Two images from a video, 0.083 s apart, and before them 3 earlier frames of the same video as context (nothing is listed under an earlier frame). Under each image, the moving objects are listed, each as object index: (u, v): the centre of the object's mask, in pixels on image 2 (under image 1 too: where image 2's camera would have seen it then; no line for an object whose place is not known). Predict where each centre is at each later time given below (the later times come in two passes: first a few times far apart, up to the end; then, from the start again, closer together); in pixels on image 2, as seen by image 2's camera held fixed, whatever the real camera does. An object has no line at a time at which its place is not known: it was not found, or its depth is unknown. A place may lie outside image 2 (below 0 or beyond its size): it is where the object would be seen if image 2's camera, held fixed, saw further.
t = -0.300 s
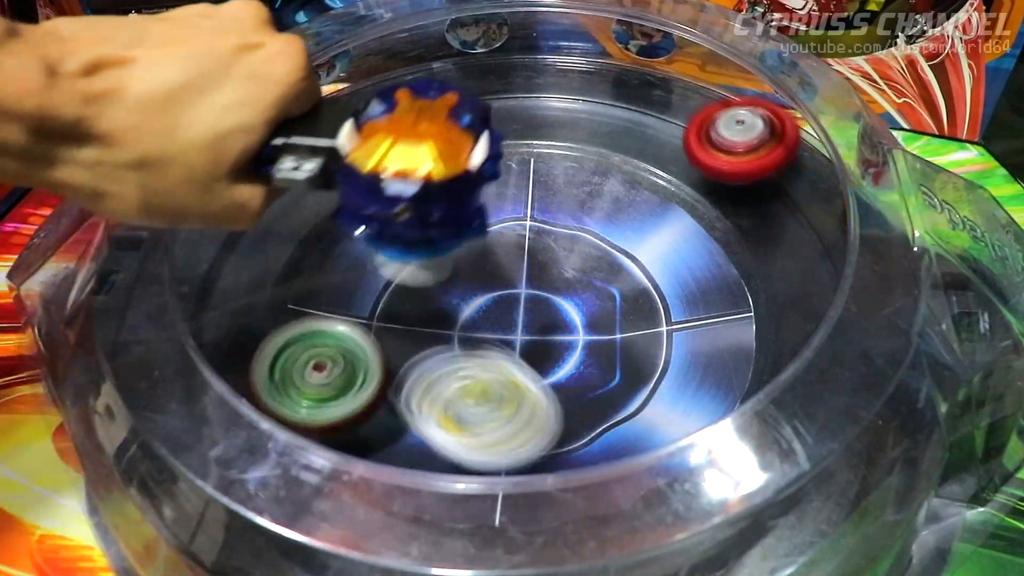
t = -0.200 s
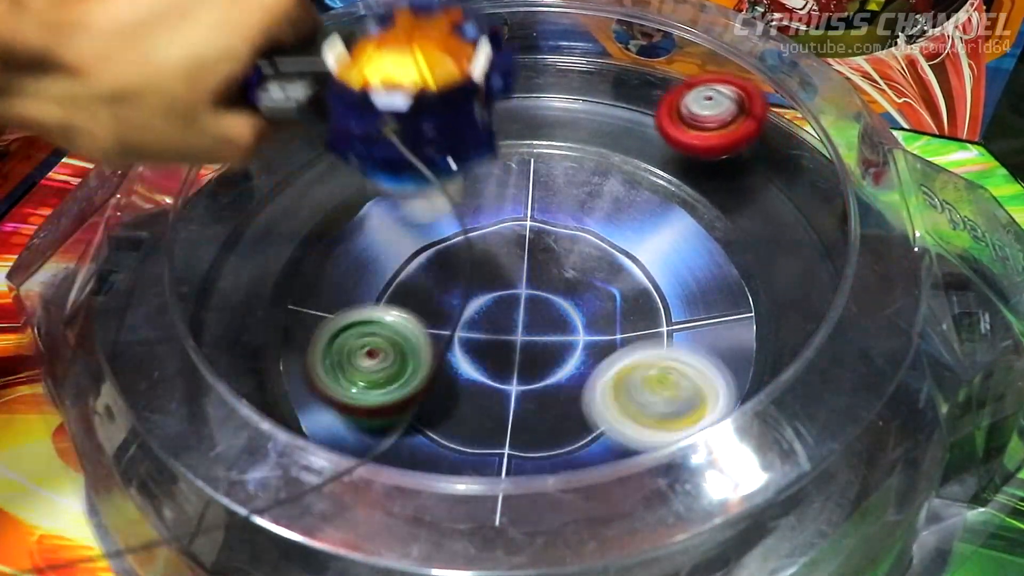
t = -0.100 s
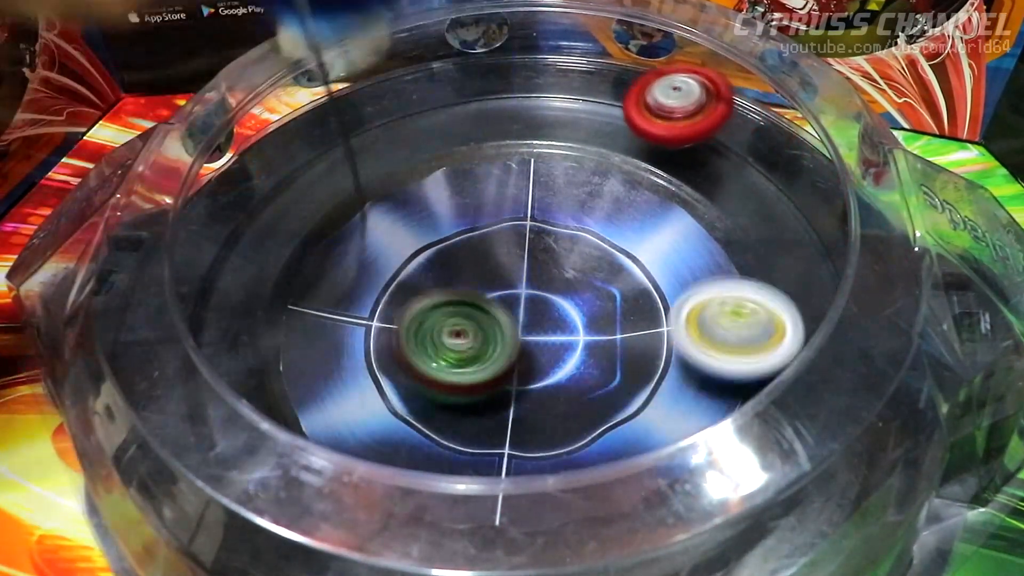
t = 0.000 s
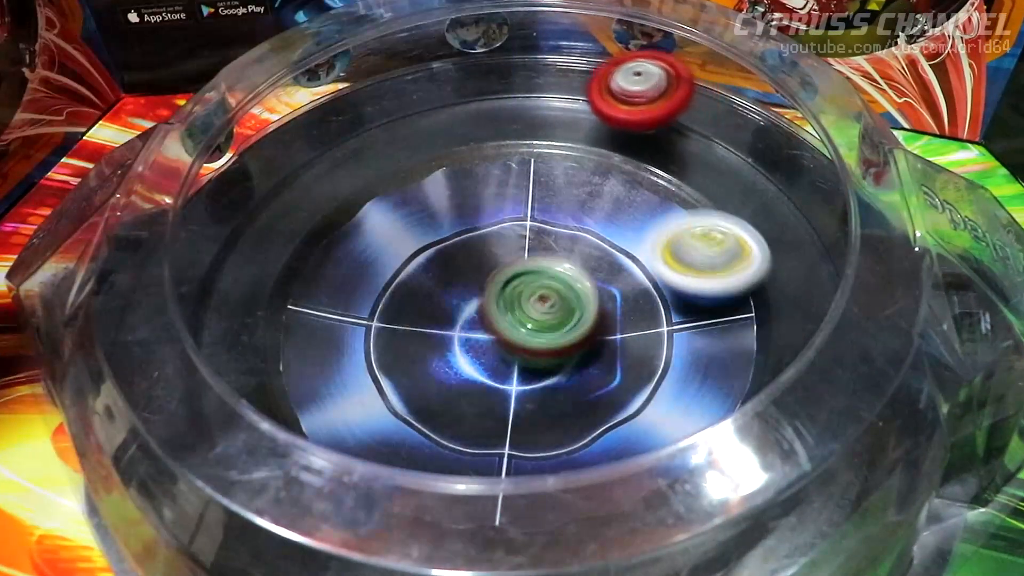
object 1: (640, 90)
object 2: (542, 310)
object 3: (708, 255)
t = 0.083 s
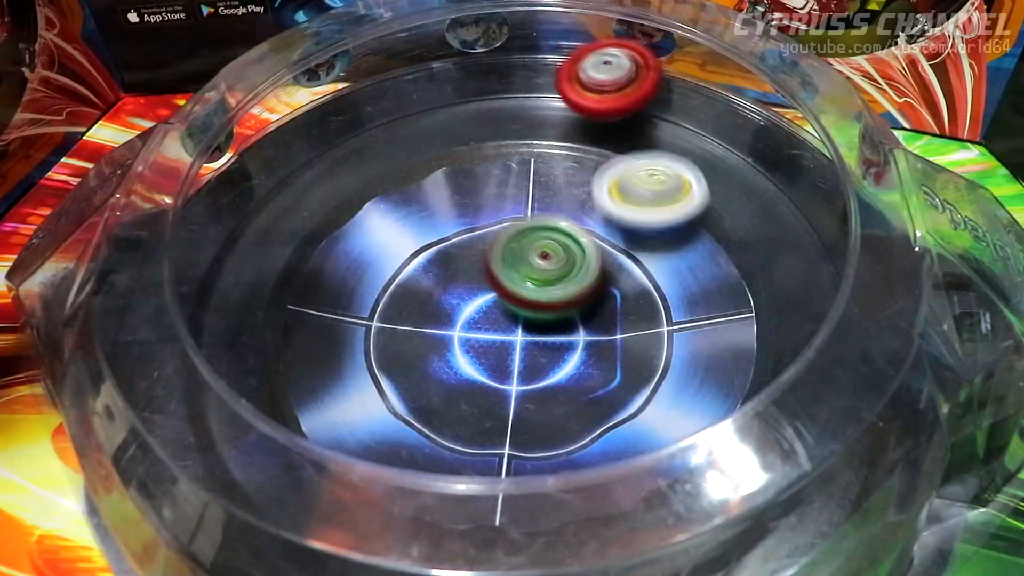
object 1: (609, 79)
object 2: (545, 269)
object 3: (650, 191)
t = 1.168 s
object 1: (243, 202)
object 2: (632, 341)
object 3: (470, 232)
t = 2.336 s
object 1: (496, 535)
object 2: (628, 333)
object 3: (304, 517)
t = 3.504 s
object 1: (691, 113)
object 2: (595, 342)
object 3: (353, 373)
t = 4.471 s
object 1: (269, 144)
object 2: (616, 320)
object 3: (444, 338)
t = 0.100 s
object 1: (604, 79)
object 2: (533, 263)
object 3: (645, 179)
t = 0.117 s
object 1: (599, 80)
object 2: (523, 257)
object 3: (638, 168)
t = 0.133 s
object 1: (594, 80)
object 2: (513, 252)
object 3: (630, 157)
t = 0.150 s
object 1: (588, 78)
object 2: (505, 248)
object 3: (622, 153)
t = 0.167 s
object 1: (580, 73)
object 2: (495, 244)
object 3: (615, 154)
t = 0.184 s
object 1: (571, 69)
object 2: (487, 241)
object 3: (607, 158)
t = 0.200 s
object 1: (563, 70)
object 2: (479, 238)
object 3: (596, 162)
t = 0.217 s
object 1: (554, 73)
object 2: (472, 238)
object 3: (585, 167)
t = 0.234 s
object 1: (546, 75)
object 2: (467, 237)
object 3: (572, 172)
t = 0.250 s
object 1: (539, 76)
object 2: (462, 236)
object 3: (558, 179)
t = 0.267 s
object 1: (531, 78)
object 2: (453, 237)
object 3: (546, 183)
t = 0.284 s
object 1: (524, 78)
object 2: (440, 239)
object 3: (544, 183)
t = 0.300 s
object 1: (516, 78)
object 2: (424, 241)
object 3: (544, 186)
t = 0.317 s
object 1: (509, 78)
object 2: (410, 247)
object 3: (543, 193)
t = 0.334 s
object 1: (501, 77)
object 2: (398, 253)
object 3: (542, 200)
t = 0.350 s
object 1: (492, 76)
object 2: (388, 259)
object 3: (539, 204)
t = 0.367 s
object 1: (485, 74)
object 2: (380, 265)
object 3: (535, 212)
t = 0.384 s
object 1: (477, 73)
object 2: (375, 272)
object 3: (530, 220)
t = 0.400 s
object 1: (471, 73)
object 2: (373, 278)
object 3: (525, 228)
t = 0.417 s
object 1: (466, 76)
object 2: (372, 285)
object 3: (518, 237)
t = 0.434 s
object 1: (461, 77)
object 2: (373, 291)
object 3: (510, 245)
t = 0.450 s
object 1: (457, 80)
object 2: (376, 297)
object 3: (501, 254)
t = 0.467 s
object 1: (453, 82)
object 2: (380, 304)
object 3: (493, 262)
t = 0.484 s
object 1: (449, 84)
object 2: (374, 310)
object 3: (491, 266)
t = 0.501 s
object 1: (445, 86)
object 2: (358, 320)
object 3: (498, 268)
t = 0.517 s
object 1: (440, 87)
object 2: (347, 328)
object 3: (505, 271)
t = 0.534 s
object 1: (434, 88)
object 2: (337, 337)
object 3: (510, 274)
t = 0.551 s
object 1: (427, 89)
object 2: (330, 346)
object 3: (514, 277)
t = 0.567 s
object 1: (420, 90)
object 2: (327, 350)
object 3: (518, 280)
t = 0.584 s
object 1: (412, 90)
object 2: (326, 364)
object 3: (521, 284)
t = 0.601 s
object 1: (404, 91)
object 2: (328, 367)
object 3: (522, 288)
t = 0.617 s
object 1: (397, 91)
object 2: (332, 378)
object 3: (523, 291)
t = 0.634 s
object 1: (392, 92)
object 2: (338, 384)
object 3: (524, 294)
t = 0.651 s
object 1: (388, 94)
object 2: (343, 388)
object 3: (524, 296)
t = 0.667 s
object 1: (385, 97)
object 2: (351, 394)
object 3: (524, 298)
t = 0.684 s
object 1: (382, 99)
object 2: (359, 398)
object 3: (524, 301)
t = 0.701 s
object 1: (380, 102)
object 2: (370, 403)
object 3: (523, 303)
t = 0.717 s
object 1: (377, 104)
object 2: (380, 406)
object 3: (523, 304)
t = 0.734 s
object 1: (373, 107)
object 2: (392, 409)
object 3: (523, 306)
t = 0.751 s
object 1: (369, 110)
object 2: (404, 411)
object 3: (523, 308)
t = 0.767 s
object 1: (362, 112)
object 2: (417, 412)
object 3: (522, 309)
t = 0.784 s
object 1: (356, 114)
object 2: (430, 412)
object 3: (522, 310)
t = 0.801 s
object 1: (348, 117)
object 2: (443, 411)
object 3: (523, 311)
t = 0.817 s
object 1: (340, 120)
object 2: (454, 410)
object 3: (523, 312)
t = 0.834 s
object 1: (332, 122)
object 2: (466, 409)
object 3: (524, 312)
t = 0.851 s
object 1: (324, 124)
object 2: (478, 405)
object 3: (525, 312)
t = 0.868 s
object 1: (319, 127)
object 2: (488, 406)
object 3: (528, 309)
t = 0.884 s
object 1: (315, 131)
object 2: (492, 411)
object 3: (535, 299)
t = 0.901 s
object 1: (312, 135)
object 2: (496, 415)
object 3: (542, 287)
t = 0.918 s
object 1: (310, 139)
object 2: (503, 418)
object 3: (548, 277)
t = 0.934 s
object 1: (308, 142)
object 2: (510, 420)
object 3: (553, 266)
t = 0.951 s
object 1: (304, 145)
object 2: (518, 420)
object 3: (556, 257)
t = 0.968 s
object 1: (299, 149)
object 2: (528, 420)
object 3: (557, 248)
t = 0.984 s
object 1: (293, 153)
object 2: (539, 417)
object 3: (556, 240)
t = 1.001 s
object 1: (288, 157)
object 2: (551, 414)
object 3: (553, 233)
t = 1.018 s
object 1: (280, 162)
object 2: (561, 411)
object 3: (549, 229)
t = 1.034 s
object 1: (272, 167)
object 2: (573, 407)
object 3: (544, 225)
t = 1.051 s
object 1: (263, 171)
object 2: (584, 403)
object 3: (537, 222)
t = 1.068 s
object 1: (257, 176)
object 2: (595, 397)
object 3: (529, 220)
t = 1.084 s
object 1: (253, 180)
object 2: (603, 389)
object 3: (520, 219)
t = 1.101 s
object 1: (251, 185)
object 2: (612, 381)
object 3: (511, 219)
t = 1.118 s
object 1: (248, 188)
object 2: (618, 372)
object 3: (501, 221)
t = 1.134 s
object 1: (248, 193)
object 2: (624, 362)
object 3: (491, 224)
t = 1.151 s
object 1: (246, 197)
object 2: (628, 352)
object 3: (481, 227)
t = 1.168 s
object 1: (243, 202)
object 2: (632, 341)
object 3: (470, 232)
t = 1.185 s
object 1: (241, 208)
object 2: (635, 329)
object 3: (460, 238)
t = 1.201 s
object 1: (237, 214)
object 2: (637, 319)
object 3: (449, 246)
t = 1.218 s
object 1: (231, 219)
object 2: (637, 308)
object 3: (440, 256)
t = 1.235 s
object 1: (228, 226)
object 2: (636, 296)
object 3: (432, 267)
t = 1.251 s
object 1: (217, 233)
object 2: (633, 284)
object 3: (425, 280)
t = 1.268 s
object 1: (211, 238)
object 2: (630, 274)
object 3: (421, 294)
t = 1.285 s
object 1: (206, 244)
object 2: (626, 262)
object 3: (419, 306)
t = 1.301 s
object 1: (204, 249)
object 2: (620, 252)
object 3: (420, 320)
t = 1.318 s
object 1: (204, 254)
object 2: (613, 240)
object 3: (423, 333)
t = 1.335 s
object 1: (204, 259)
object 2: (605, 231)
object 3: (429, 346)
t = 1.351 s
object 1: (206, 263)
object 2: (598, 221)
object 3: (437, 359)
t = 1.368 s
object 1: (206, 267)
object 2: (588, 214)
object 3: (447, 370)
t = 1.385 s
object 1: (206, 272)
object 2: (576, 204)
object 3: (462, 380)
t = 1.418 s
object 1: (203, 285)
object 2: (555, 192)
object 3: (494, 394)
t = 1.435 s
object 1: (200, 292)
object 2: (543, 186)
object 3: (514, 399)
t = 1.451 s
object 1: (196, 300)
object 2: (531, 183)
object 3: (532, 399)
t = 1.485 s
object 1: (189, 317)
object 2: (506, 176)
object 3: (570, 396)
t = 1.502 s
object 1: (186, 324)
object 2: (495, 174)
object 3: (588, 392)
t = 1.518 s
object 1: (184, 332)
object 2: (483, 173)
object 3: (607, 387)
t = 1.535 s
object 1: (185, 338)
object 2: (475, 173)
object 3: (626, 380)
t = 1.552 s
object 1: (186, 342)
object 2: (461, 172)
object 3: (643, 371)
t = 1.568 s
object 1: (188, 347)
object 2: (452, 173)
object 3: (658, 360)
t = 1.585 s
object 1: (191, 351)
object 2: (442, 174)
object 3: (671, 349)
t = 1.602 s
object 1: (194, 353)
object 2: (433, 176)
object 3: (683, 336)
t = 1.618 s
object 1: (196, 357)
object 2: (424, 178)
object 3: (691, 323)
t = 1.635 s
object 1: (199, 362)
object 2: (414, 181)
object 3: (699, 310)
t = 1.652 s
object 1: (201, 367)
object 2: (408, 184)
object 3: (705, 296)
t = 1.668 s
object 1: (202, 374)
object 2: (400, 188)
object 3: (706, 280)
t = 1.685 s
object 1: (203, 383)
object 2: (393, 193)
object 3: (706, 264)
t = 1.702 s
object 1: (204, 392)
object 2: (385, 199)
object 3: (703, 250)
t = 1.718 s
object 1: (206, 402)
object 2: (381, 203)
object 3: (700, 236)
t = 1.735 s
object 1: (210, 411)
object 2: (376, 209)
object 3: (693, 222)
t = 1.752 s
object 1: (210, 420)
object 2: (372, 216)
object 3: (684, 209)
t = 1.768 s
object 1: (213, 428)
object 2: (369, 223)
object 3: (673, 196)
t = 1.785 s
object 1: (217, 433)
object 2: (367, 229)
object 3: (660, 184)
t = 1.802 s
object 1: (222, 438)
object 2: (365, 236)
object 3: (647, 173)
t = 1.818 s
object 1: (226, 443)
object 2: (363, 242)
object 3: (633, 164)
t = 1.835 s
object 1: (232, 445)
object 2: (364, 250)
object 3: (617, 155)
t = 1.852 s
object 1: (236, 448)
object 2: (364, 257)
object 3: (598, 148)
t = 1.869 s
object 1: (241, 453)
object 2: (365, 265)
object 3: (578, 142)
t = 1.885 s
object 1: (247, 459)
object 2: (366, 271)
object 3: (558, 138)
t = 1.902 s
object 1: (251, 466)
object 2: (369, 279)
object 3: (536, 135)
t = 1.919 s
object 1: (259, 474)
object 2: (370, 285)
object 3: (514, 134)
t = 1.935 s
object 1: (265, 484)
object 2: (374, 293)
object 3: (491, 134)
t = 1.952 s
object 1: (274, 493)
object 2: (378, 300)
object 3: (470, 136)
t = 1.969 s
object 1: (281, 503)
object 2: (383, 307)
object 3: (448, 140)
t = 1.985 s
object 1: (289, 510)
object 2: (389, 314)
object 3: (425, 146)
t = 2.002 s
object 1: (296, 514)
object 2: (396, 321)
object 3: (403, 154)
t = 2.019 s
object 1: (304, 517)
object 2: (403, 329)
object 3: (381, 162)
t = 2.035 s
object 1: (312, 518)
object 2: (411, 335)
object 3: (360, 173)
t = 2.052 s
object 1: (320, 520)
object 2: (421, 341)
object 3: (339, 186)
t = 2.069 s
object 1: (327, 521)
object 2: (428, 347)
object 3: (321, 200)
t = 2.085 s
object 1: (334, 522)
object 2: (440, 353)
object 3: (303, 217)
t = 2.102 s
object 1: (343, 524)
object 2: (451, 360)
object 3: (288, 234)
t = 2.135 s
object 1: (365, 526)
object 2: (475, 368)
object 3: (266, 275)
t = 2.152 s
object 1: (376, 528)
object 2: (491, 371)
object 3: (258, 298)
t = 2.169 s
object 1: (389, 531)
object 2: (506, 374)
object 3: (255, 321)
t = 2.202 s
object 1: (415, 534)
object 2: (534, 373)
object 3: (249, 373)
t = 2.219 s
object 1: (426, 536)
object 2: (548, 371)
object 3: (247, 397)
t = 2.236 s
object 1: (437, 537)
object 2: (562, 369)
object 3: (248, 421)
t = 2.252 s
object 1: (446, 537)
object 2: (575, 365)
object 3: (246, 446)
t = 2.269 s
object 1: (456, 537)
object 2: (588, 360)
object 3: (247, 471)
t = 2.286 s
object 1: (464, 536)
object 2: (600, 353)
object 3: (250, 489)
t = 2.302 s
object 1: (473, 536)
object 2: (609, 347)
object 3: (263, 499)
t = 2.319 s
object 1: (483, 535)
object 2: (620, 340)
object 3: (284, 508)
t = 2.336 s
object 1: (496, 535)
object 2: (628, 333)
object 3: (304, 517)
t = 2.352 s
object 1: (506, 535)
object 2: (635, 325)
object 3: (331, 524)
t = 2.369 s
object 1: (521, 535)
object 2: (641, 318)
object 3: (355, 527)
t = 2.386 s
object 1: (557, 536)
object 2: (647, 309)
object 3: (355, 526)
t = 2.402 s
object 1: (589, 536)
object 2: (650, 301)
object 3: (351, 523)
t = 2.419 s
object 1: (620, 533)
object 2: (653, 292)
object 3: (348, 521)
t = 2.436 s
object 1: (644, 529)
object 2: (655, 283)
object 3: (344, 519)
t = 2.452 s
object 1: (670, 522)
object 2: (655, 276)
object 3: (340, 519)
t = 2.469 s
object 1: (689, 519)
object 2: (655, 269)
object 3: (336, 519)
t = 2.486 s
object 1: (714, 503)
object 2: (654, 262)
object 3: (330, 521)
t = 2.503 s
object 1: (733, 491)
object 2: (651, 256)
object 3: (325, 522)
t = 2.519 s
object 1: (753, 480)
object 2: (648, 251)
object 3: (321, 522)
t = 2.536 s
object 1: (792, 471)
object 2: (644, 245)
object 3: (320, 521)
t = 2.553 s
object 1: (802, 457)
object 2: (639, 239)
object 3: (322, 517)
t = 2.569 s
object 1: (810, 447)
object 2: (633, 234)
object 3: (322, 513)
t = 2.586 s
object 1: (813, 437)
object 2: (627, 230)
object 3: (322, 511)
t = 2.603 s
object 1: (810, 424)
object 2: (620, 225)
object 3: (322, 508)
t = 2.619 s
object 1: (811, 412)
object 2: (612, 223)
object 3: (320, 506)
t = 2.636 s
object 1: (813, 399)
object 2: (604, 220)
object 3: (318, 504)
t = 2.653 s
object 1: (814, 388)
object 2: (596, 218)
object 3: (316, 501)
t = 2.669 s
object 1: (817, 379)
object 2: (587, 218)
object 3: (315, 499)
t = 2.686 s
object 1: (822, 370)
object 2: (579, 217)
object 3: (314, 496)
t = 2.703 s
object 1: (827, 362)
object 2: (569, 218)
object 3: (312, 494)
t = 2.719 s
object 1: (832, 354)
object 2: (559, 217)
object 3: (310, 493)
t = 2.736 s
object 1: (837, 347)
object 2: (548, 219)
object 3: (307, 491)
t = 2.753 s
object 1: (843, 340)
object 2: (538, 221)
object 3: (304, 489)
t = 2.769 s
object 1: (844, 332)
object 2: (529, 223)
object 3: (301, 488)
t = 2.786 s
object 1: (842, 326)
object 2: (519, 226)
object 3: (297, 486)
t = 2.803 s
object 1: (840, 321)
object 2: (510, 230)
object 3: (295, 483)
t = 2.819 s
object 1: (834, 314)
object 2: (499, 234)
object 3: (293, 481)
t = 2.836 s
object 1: (831, 307)
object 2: (491, 239)
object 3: (290, 478)
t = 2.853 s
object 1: (828, 302)
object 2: (482, 244)
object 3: (288, 476)
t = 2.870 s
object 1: (825, 296)
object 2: (472, 251)
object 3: (286, 473)
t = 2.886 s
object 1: (825, 290)
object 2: (466, 256)
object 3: (284, 469)
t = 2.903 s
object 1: (824, 284)
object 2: (458, 263)
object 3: (283, 466)
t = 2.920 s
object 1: (825, 278)
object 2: (451, 270)
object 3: (281, 463)
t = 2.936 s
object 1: (825, 272)
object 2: (446, 278)
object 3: (279, 460)
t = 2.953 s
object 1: (826, 265)
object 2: (440, 286)
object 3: (277, 458)
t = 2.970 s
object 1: (828, 259)
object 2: (435, 294)
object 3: (275, 454)
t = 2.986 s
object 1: (831, 252)
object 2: (432, 302)
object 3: (274, 452)
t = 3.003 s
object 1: (828, 247)
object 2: (429, 311)
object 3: (272, 449)
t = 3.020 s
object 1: (822, 244)
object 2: (427, 318)
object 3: (270, 446)
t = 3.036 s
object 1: (806, 241)
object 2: (426, 328)
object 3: (269, 443)
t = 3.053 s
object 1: (803, 237)
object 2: (427, 334)
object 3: (267, 440)
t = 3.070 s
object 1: (801, 231)
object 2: (428, 343)
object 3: (267, 437)
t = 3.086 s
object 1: (798, 227)
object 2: (429, 351)
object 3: (266, 433)
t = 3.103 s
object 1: (796, 221)
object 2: (434, 360)
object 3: (266, 430)
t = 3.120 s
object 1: (794, 216)
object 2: (438, 367)
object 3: (265, 427)
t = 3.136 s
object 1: (792, 210)
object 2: (444, 374)
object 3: (264, 424)
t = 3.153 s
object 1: (790, 204)
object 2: (451, 380)
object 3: (264, 421)
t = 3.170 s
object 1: (789, 197)
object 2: (458, 384)
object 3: (263, 418)
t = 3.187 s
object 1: (787, 191)
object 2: (466, 389)
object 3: (263, 415)
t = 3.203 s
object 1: (785, 184)
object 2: (474, 394)
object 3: (263, 411)
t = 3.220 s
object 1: (784, 177)
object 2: (483, 397)
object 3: (264, 407)
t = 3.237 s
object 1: (780, 172)
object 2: (492, 400)
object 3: (264, 403)
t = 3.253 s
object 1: (776, 168)
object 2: (501, 401)
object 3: (264, 400)
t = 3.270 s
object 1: (770, 165)
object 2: (510, 402)
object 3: (265, 397)
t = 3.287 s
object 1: (765, 162)
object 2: (520, 402)
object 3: (266, 394)
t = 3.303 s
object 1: (759, 158)
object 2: (527, 401)
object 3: (267, 391)
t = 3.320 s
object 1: (753, 155)
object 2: (537, 399)
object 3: (268, 387)
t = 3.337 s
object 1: (748, 151)
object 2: (545, 397)
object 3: (269, 384)
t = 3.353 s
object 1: (743, 147)
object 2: (551, 394)
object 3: (271, 381)
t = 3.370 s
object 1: (738, 142)
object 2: (560, 390)
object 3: (273, 379)
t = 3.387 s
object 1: (733, 137)
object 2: (566, 385)
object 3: (278, 377)
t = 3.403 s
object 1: (728, 131)
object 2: (572, 381)
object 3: (288, 373)
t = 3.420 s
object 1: (723, 125)
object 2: (578, 376)
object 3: (297, 374)
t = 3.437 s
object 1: (719, 120)
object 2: (584, 370)
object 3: (306, 374)
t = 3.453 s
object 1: (712, 117)
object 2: (588, 364)
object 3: (316, 374)
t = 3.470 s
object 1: (705, 116)
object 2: (591, 358)
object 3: (328, 373)
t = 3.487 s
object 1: (698, 115)
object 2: (593, 350)
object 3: (340, 374)
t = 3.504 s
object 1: (691, 113)
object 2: (595, 342)
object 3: (353, 373)
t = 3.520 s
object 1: (684, 111)
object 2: (594, 336)
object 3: (366, 372)
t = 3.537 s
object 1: (676, 108)
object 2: (595, 328)
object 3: (380, 371)
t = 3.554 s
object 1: (670, 106)
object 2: (594, 321)
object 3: (393, 370)
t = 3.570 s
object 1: (663, 103)
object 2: (591, 314)
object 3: (407, 369)
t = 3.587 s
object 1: (656, 99)
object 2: (589, 306)
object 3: (421, 367)
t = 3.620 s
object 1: (641, 93)
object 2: (582, 294)
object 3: (448, 363)
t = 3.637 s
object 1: (634, 89)
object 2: (578, 287)
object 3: (464, 360)
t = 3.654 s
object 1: (627, 85)
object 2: (572, 281)
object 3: (481, 354)
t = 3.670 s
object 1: (621, 83)
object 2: (571, 274)
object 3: (493, 351)
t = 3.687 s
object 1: (613, 82)
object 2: (575, 258)
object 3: (497, 348)
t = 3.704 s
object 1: (606, 81)
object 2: (576, 245)
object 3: (503, 348)
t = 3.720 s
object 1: (599, 81)
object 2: (575, 232)
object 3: (508, 345)
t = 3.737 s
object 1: (593, 82)
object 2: (574, 220)
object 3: (512, 340)
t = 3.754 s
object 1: (586, 83)
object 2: (571, 210)
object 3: (517, 335)
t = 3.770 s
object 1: (579, 81)
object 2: (567, 202)
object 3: (519, 328)
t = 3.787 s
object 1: (573, 81)
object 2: (560, 194)
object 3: (521, 320)
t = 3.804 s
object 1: (565, 80)
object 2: (556, 187)
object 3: (524, 311)
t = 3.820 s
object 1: (557, 79)
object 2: (551, 181)
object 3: (524, 302)
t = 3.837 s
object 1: (548, 78)
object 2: (546, 176)
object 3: (523, 292)
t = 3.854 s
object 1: (539, 76)
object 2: (540, 170)
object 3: (521, 284)
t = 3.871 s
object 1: (531, 76)
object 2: (536, 168)
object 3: (517, 275)
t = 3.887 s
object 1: (522, 74)
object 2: (533, 166)
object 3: (513, 267)
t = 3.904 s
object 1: (516, 73)
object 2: (529, 164)
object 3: (507, 260)
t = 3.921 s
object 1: (508, 73)
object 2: (526, 164)
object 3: (500, 255)
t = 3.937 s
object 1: (500, 71)
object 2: (528, 158)
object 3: (488, 260)
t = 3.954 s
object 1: (492, 66)
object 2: (537, 159)
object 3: (472, 269)
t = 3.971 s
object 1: (483, 61)
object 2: (543, 163)
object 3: (458, 277)
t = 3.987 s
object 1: (475, 61)
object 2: (552, 168)
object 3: (444, 284)
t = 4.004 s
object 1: (467, 65)
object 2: (561, 174)
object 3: (434, 290)
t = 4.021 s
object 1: (460, 65)
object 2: (566, 178)
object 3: (424, 295)
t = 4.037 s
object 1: (453, 62)
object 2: (575, 188)
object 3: (417, 300)
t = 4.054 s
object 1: (445, 62)
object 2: (581, 194)
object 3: (411, 304)
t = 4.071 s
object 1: (438, 64)
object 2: (584, 201)
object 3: (409, 308)
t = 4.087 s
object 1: (430, 63)
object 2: (590, 208)
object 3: (407, 312)
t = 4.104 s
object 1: (424, 64)
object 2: (593, 216)
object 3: (407, 314)
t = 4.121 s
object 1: (419, 67)
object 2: (595, 224)
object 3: (406, 317)
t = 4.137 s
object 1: (413, 68)
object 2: (597, 229)
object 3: (407, 320)
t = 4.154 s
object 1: (407, 71)
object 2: (598, 239)
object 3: (409, 322)
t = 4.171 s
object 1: (401, 73)
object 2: (599, 247)
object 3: (410, 324)
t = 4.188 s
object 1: (394, 75)
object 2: (598, 252)
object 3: (411, 327)
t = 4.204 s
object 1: (386, 78)
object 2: (598, 260)
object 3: (414, 329)
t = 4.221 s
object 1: (378, 80)
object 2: (598, 268)
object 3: (416, 331)
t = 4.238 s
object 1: (369, 84)
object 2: (595, 274)
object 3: (419, 333)
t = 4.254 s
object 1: (361, 86)
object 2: (594, 281)
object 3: (422, 334)
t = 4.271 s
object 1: (353, 90)
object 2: (592, 285)
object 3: (426, 336)
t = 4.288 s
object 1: (344, 94)
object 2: (589, 291)
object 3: (429, 338)
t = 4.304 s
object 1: (336, 96)
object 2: (588, 297)
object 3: (433, 339)
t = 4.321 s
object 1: (328, 101)
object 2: (586, 300)
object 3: (436, 340)
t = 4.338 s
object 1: (320, 106)
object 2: (584, 305)
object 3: (439, 341)
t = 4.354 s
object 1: (312, 110)
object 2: (582, 309)
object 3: (445, 342)
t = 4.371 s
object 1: (304, 114)
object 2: (580, 313)
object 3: (450, 342)
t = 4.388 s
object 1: (295, 119)
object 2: (581, 316)
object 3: (453, 342)
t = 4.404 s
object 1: (288, 124)
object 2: (588, 317)
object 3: (448, 342)
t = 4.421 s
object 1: (281, 130)
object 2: (597, 319)
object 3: (446, 341)
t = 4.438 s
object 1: (275, 135)
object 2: (605, 319)
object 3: (444, 340)
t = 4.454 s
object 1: (272, 139)
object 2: (610, 320)
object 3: (443, 339)
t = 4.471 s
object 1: (269, 144)
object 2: (616, 320)
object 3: (444, 338)
